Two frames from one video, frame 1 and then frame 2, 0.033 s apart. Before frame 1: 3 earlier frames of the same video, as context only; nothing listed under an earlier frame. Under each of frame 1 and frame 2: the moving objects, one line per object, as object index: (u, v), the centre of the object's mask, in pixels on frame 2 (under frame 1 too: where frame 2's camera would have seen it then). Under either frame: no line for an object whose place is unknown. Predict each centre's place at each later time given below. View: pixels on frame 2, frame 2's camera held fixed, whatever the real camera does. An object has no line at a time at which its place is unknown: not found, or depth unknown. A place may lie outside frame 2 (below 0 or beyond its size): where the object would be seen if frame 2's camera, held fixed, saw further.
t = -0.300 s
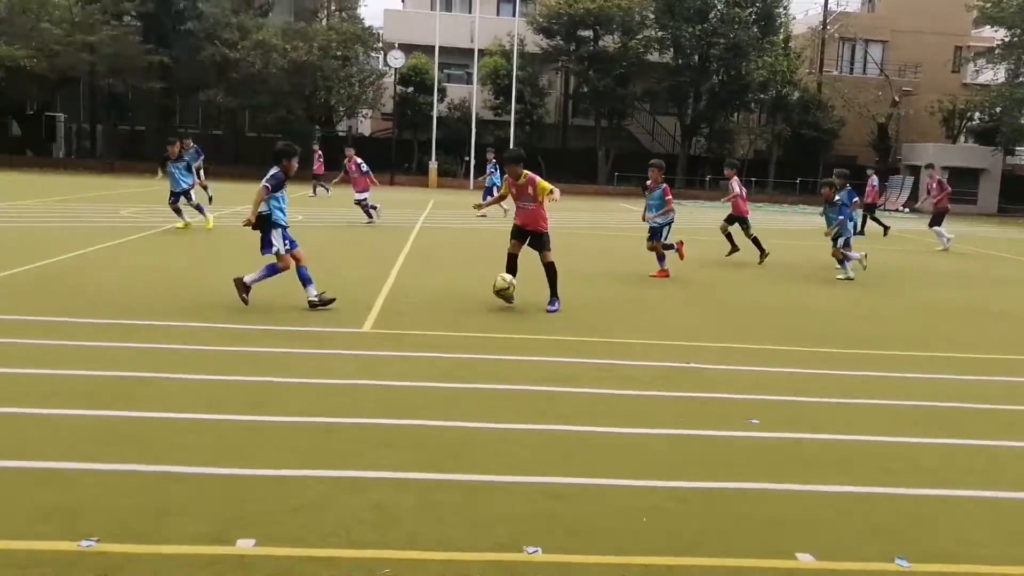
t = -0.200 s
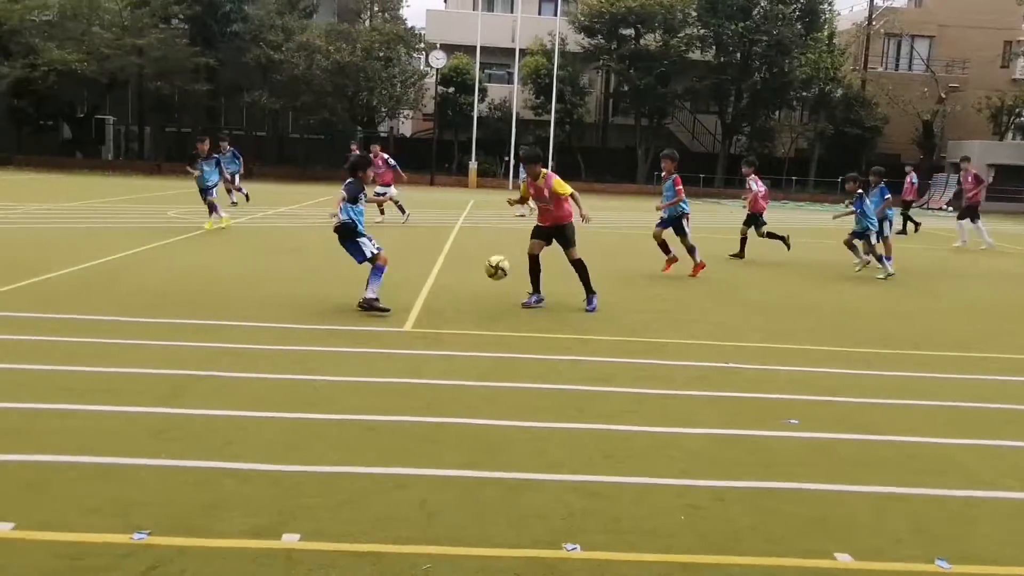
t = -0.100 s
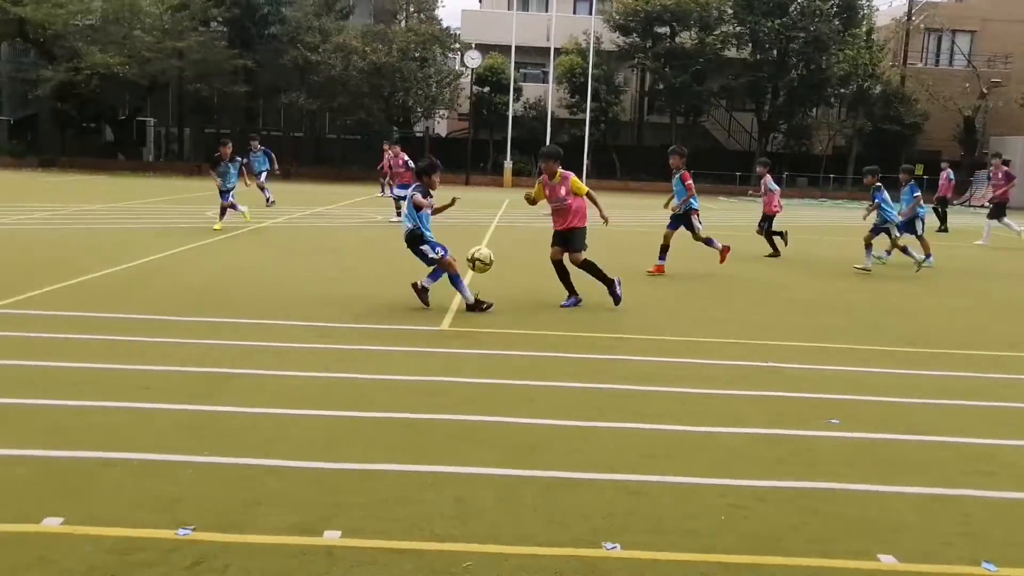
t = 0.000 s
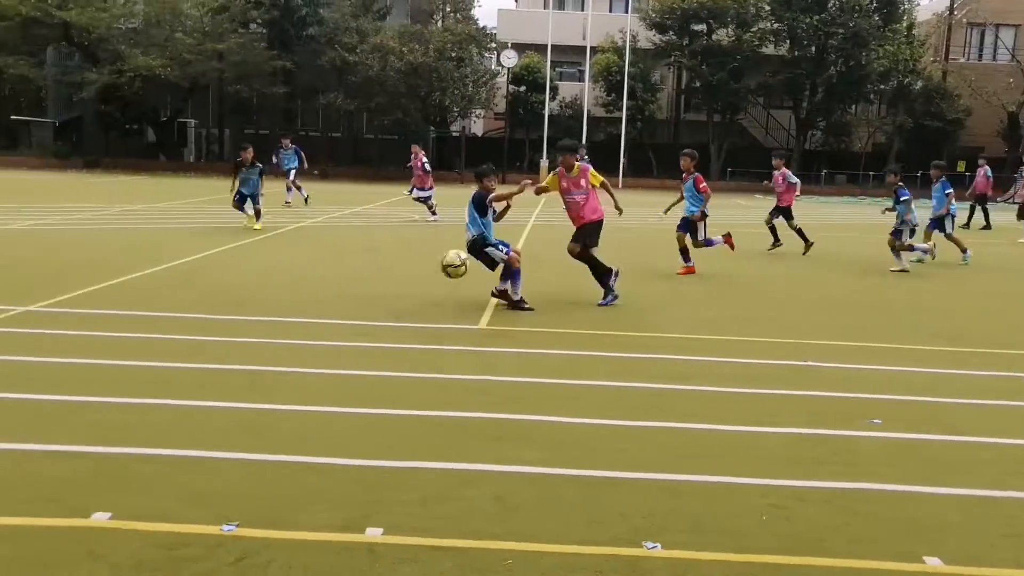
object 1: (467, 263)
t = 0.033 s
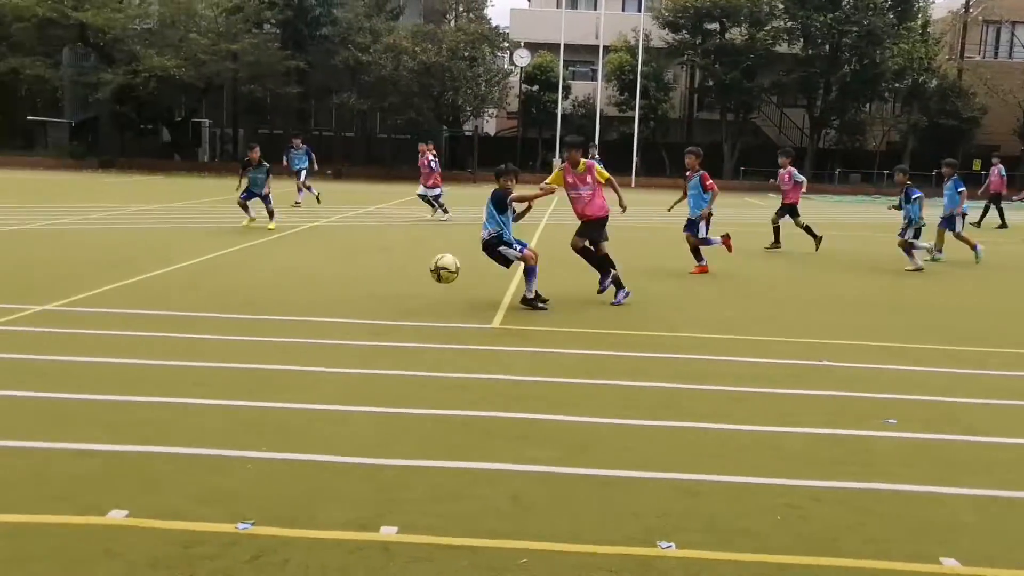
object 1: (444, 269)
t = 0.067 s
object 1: (421, 276)
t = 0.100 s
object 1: (395, 285)
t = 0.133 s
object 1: (368, 296)
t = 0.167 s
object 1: (339, 310)
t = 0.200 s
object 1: (308, 327)
